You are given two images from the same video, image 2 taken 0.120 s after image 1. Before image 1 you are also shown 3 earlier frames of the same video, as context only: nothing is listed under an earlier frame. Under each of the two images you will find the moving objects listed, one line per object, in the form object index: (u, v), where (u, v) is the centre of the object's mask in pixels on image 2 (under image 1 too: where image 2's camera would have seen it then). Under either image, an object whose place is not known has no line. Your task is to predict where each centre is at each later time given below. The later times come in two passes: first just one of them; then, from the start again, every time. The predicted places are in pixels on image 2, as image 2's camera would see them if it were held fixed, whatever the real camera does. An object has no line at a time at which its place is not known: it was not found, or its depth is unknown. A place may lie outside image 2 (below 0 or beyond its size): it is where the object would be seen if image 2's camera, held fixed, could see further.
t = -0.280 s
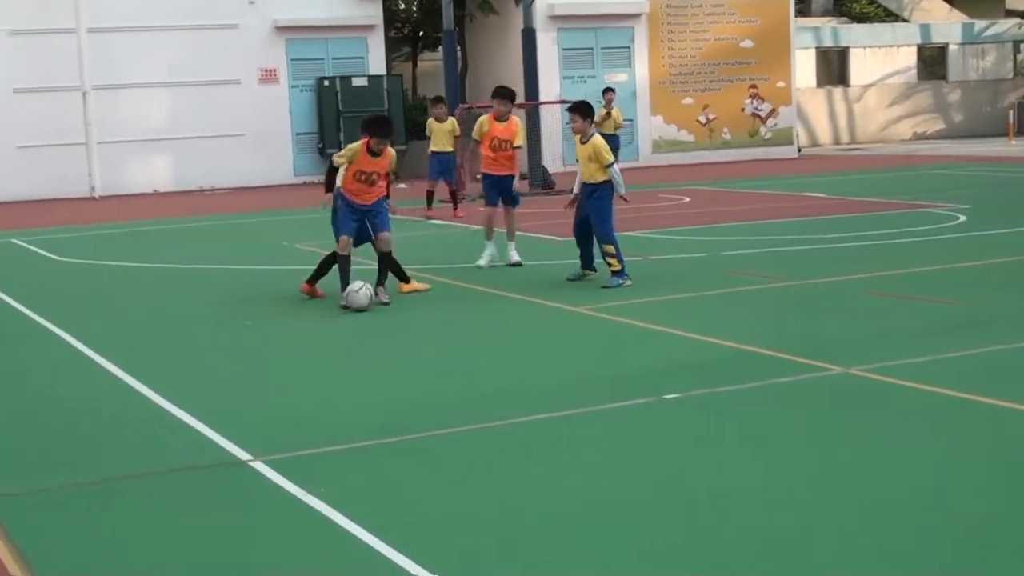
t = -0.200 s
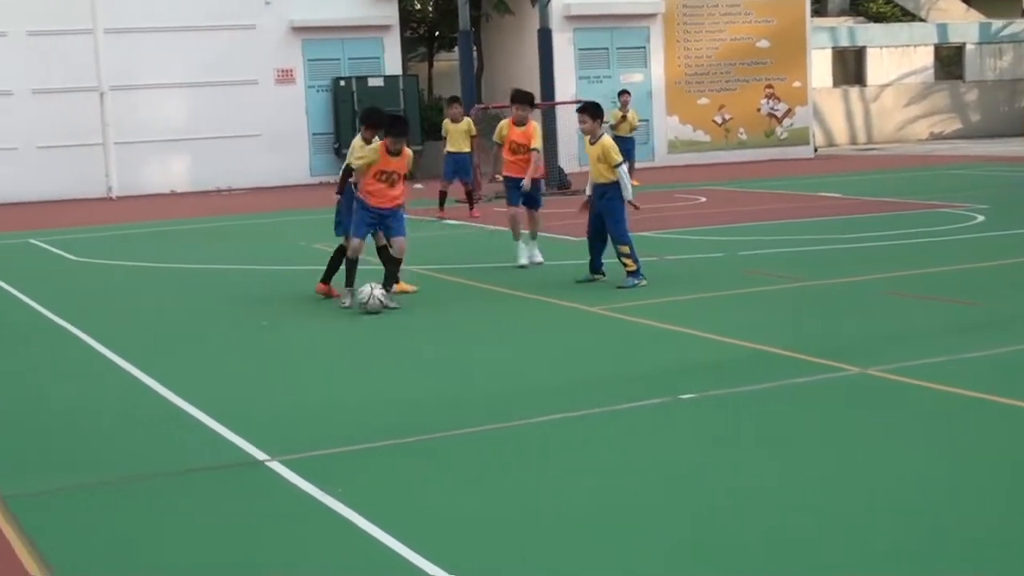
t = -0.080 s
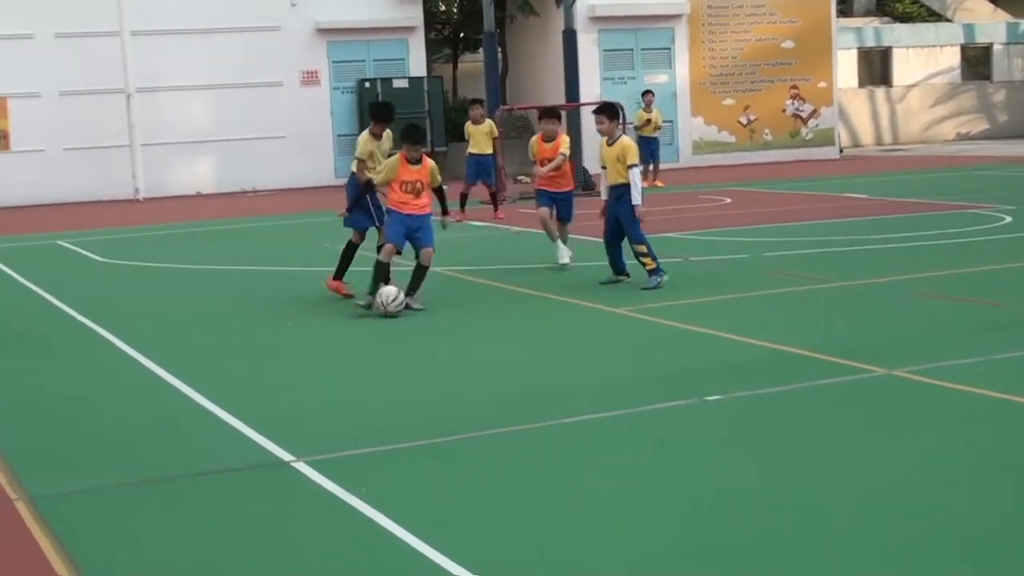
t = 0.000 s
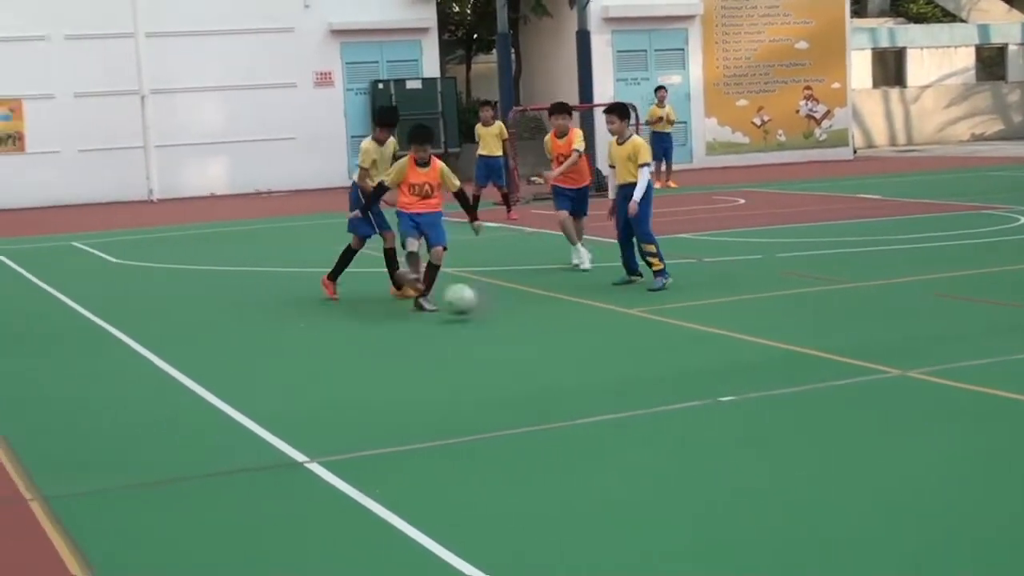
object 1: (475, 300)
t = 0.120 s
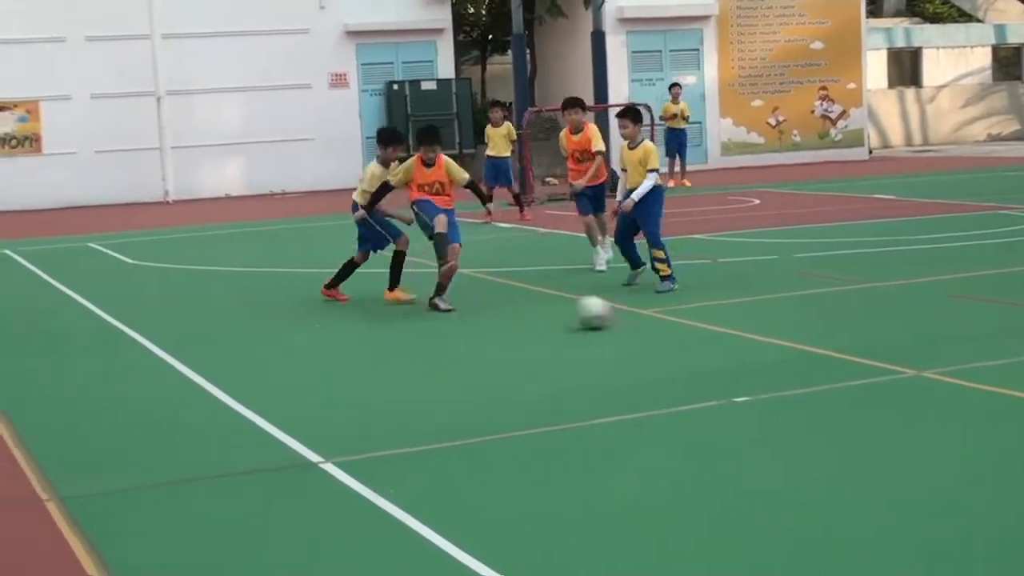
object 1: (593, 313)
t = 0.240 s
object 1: (709, 315)
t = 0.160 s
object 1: (631, 312)
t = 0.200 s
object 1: (669, 311)
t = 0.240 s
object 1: (709, 315)
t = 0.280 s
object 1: (749, 321)
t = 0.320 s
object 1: (785, 321)
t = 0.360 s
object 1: (822, 322)
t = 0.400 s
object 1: (860, 326)
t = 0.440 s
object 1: (896, 328)
